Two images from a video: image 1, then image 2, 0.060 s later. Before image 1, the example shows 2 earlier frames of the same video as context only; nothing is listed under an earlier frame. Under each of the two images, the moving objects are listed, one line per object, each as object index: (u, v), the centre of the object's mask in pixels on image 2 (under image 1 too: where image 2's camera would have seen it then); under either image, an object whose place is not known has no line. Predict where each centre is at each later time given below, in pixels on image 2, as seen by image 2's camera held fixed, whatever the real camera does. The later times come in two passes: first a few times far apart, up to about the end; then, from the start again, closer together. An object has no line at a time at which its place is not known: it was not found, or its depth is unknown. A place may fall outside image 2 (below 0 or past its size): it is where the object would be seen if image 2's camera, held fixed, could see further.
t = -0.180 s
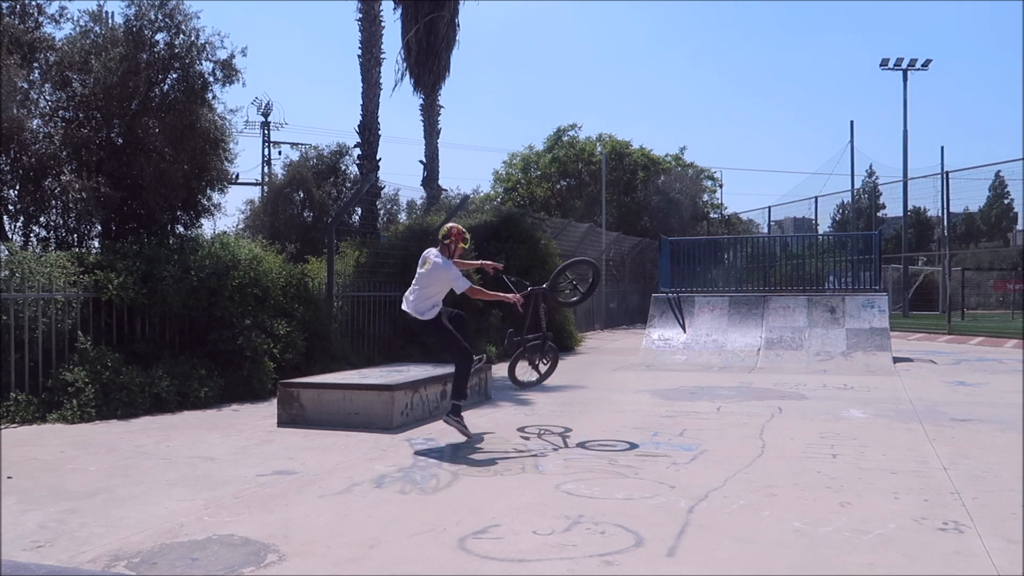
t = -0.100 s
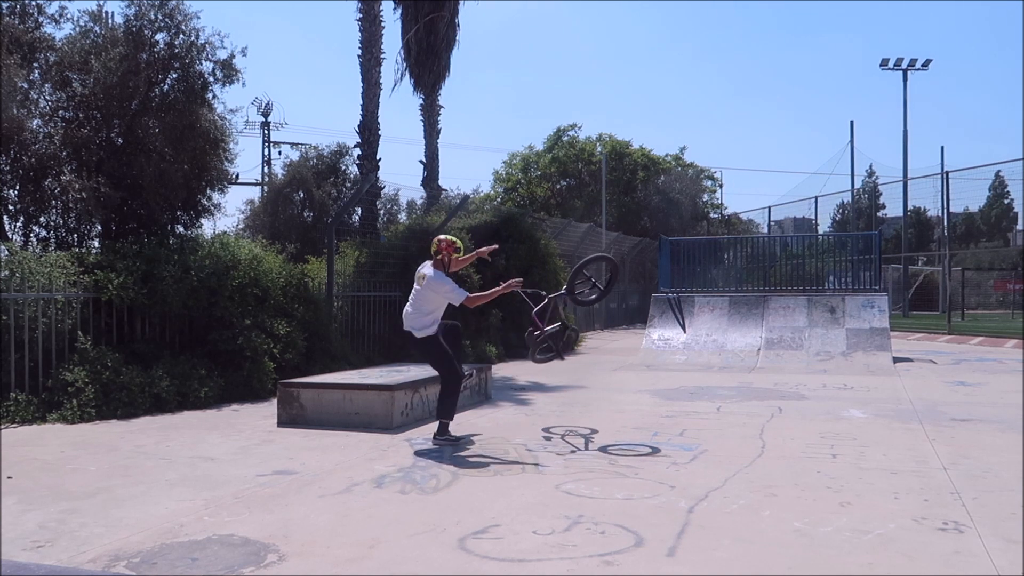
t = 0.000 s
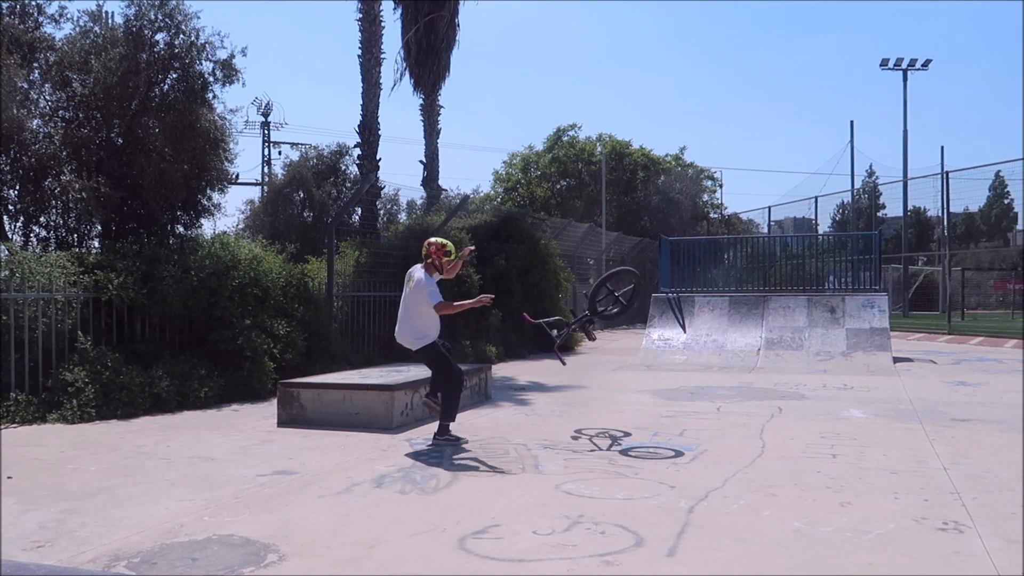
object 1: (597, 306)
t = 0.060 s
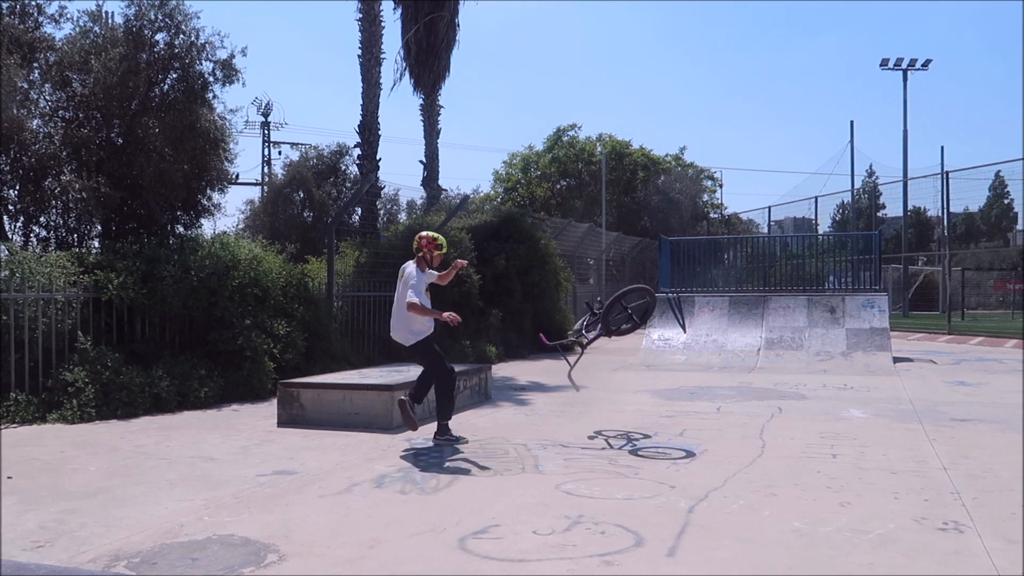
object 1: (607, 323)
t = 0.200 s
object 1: (640, 353)
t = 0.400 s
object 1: (689, 376)
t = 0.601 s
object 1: (729, 382)
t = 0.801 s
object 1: (765, 402)
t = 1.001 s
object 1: (785, 404)
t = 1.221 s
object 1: (796, 408)
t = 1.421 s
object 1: (798, 408)
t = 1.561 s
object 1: (796, 409)
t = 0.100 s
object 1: (615, 333)
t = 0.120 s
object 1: (619, 338)
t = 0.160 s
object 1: (627, 348)
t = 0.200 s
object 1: (640, 353)
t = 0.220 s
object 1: (649, 355)
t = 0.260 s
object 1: (662, 363)
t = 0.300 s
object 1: (673, 376)
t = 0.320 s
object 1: (676, 373)
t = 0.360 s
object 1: (681, 379)
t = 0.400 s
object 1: (689, 376)
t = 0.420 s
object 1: (693, 374)
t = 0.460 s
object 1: (703, 377)
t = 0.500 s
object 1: (711, 376)
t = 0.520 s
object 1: (715, 376)
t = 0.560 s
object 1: (722, 379)
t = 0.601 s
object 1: (729, 382)
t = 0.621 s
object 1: (732, 383)
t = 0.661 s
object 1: (737, 385)
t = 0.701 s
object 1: (747, 390)
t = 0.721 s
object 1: (753, 394)
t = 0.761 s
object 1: (761, 400)
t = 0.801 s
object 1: (765, 402)
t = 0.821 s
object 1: (767, 403)
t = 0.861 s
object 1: (771, 407)
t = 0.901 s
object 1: (775, 407)
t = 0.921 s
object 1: (777, 405)
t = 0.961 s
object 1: (781, 404)
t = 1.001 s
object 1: (785, 404)
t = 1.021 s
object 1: (787, 405)
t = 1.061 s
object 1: (789, 404)
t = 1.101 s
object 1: (791, 404)
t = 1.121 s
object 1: (792, 405)
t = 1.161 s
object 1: (793, 407)
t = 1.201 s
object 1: (795, 408)
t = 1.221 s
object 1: (796, 408)
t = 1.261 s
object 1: (797, 408)
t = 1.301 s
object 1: (798, 408)
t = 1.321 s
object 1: (798, 408)
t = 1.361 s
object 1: (798, 408)
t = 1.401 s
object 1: (797, 409)
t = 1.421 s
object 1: (798, 408)
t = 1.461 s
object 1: (798, 408)
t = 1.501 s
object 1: (797, 408)
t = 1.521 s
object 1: (797, 409)
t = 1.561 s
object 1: (796, 409)
